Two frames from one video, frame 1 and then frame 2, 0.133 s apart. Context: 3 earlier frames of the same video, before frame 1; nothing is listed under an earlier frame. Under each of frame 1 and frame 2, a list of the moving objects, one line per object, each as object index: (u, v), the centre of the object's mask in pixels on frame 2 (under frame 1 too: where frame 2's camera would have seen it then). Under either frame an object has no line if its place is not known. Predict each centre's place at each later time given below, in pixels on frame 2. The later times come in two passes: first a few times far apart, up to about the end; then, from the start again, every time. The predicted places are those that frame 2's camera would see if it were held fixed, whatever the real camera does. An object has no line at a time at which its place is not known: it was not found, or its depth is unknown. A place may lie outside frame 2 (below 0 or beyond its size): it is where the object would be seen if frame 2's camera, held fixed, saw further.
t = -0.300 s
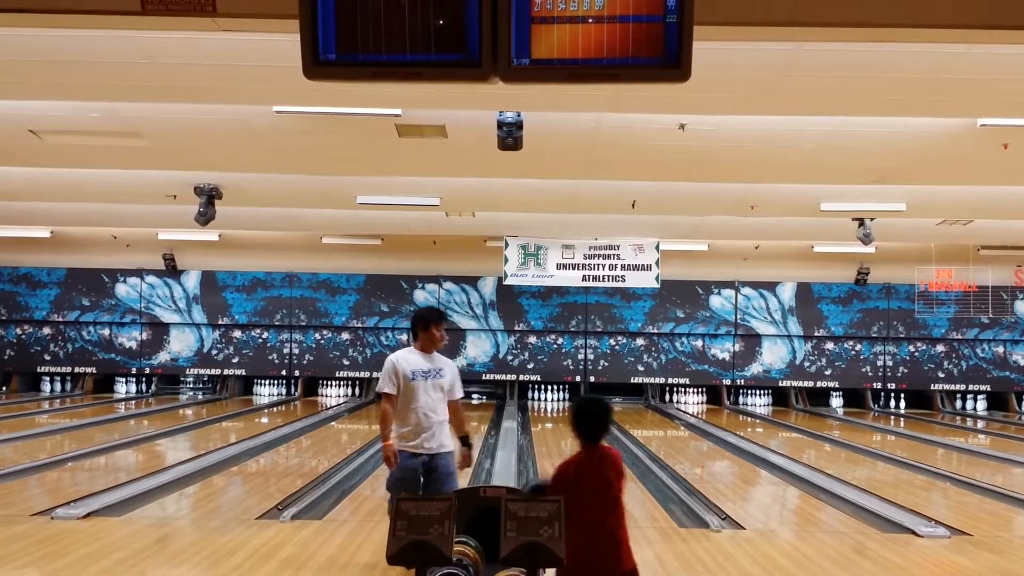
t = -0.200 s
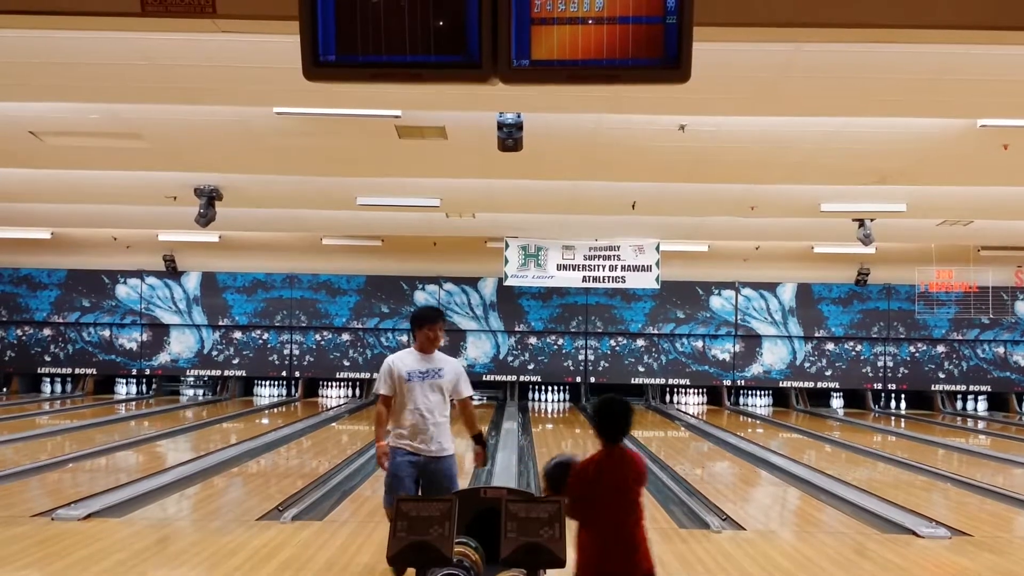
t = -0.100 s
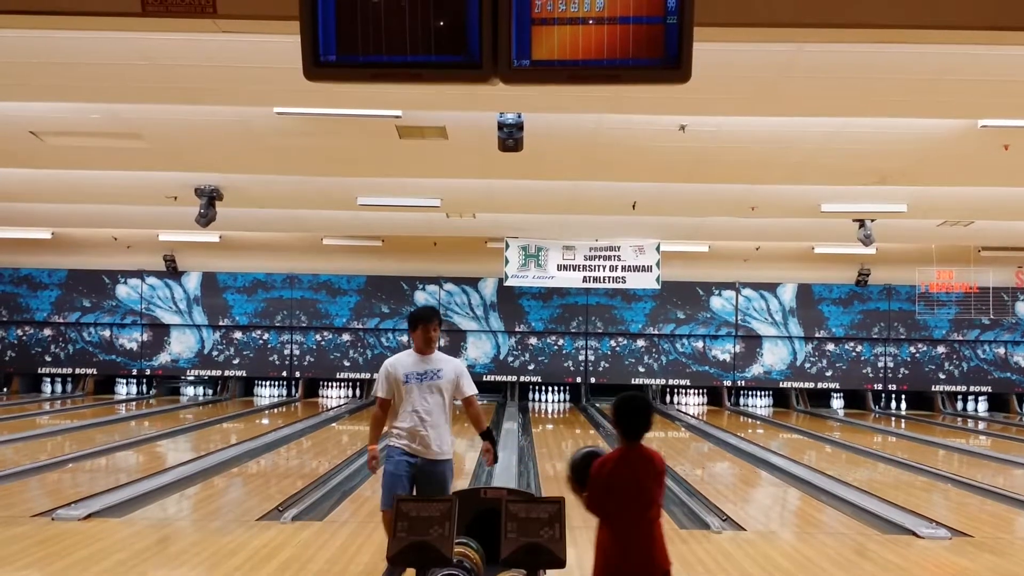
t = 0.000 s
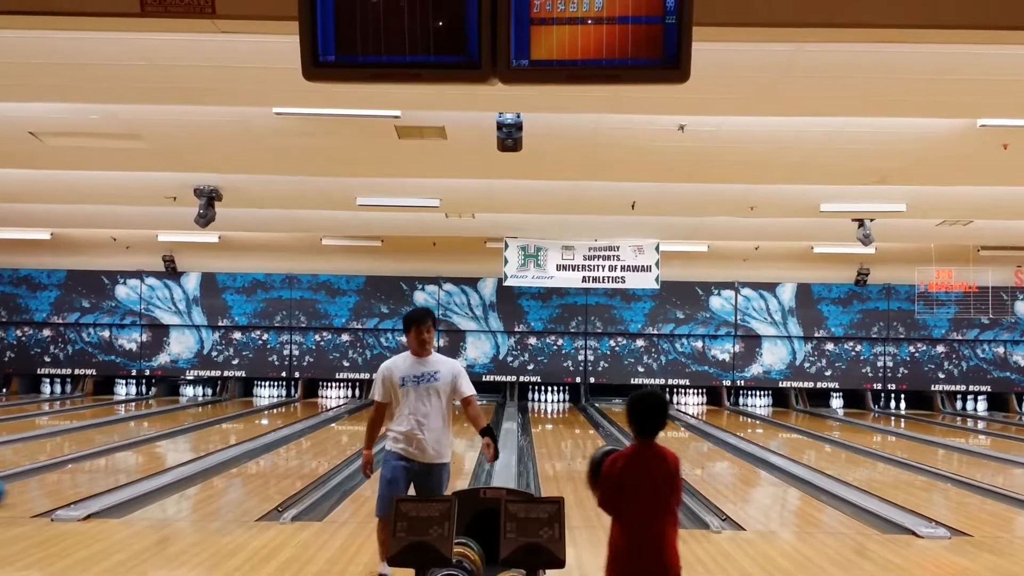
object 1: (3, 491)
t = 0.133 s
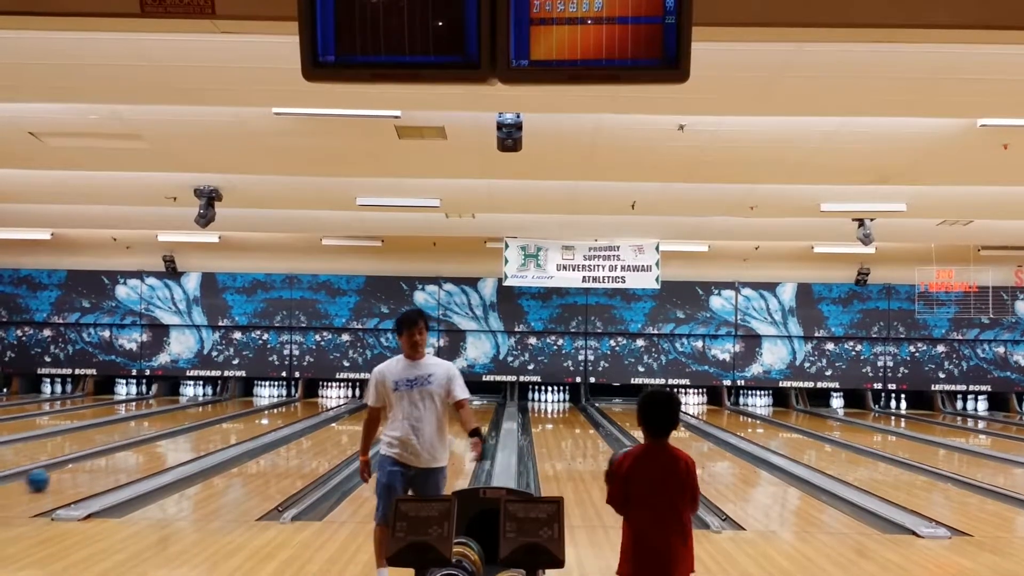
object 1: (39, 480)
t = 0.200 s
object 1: (59, 474)
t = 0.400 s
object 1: (109, 460)
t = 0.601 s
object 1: (149, 448)
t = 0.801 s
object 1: (184, 439)
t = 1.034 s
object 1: (215, 430)
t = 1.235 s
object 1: (238, 423)
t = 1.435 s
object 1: (259, 417)
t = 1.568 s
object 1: (270, 414)
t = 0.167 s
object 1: (49, 477)
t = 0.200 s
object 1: (59, 474)
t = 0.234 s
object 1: (68, 472)
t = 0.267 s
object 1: (78, 470)
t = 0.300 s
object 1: (86, 467)
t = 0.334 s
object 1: (93, 465)
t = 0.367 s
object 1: (101, 462)
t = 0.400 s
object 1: (109, 460)
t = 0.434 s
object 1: (116, 457)
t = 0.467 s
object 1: (124, 455)
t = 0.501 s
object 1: (130, 453)
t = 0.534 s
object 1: (137, 451)
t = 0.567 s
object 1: (143, 449)
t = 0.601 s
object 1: (149, 448)
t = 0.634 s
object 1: (155, 446)
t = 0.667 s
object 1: (162, 444)
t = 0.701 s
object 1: (167, 443)
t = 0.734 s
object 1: (173, 441)
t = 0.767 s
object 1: (178, 440)
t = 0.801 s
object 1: (184, 439)
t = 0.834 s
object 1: (188, 437)
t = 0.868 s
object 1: (193, 436)
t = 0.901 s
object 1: (198, 435)
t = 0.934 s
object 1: (202, 433)
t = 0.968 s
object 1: (206, 432)
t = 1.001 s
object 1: (211, 431)
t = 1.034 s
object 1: (215, 430)
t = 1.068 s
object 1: (220, 428)
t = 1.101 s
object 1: (224, 427)
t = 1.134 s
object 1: (227, 426)
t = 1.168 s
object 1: (231, 425)
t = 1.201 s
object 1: (235, 424)
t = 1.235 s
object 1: (238, 423)
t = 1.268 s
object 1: (242, 422)
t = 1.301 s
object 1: (246, 421)
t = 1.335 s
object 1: (249, 420)
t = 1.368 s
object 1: (252, 419)
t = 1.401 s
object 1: (255, 418)
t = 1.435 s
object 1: (259, 417)
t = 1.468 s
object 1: (261, 417)
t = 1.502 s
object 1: (265, 415)
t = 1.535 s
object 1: (268, 414)
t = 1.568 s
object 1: (270, 414)
